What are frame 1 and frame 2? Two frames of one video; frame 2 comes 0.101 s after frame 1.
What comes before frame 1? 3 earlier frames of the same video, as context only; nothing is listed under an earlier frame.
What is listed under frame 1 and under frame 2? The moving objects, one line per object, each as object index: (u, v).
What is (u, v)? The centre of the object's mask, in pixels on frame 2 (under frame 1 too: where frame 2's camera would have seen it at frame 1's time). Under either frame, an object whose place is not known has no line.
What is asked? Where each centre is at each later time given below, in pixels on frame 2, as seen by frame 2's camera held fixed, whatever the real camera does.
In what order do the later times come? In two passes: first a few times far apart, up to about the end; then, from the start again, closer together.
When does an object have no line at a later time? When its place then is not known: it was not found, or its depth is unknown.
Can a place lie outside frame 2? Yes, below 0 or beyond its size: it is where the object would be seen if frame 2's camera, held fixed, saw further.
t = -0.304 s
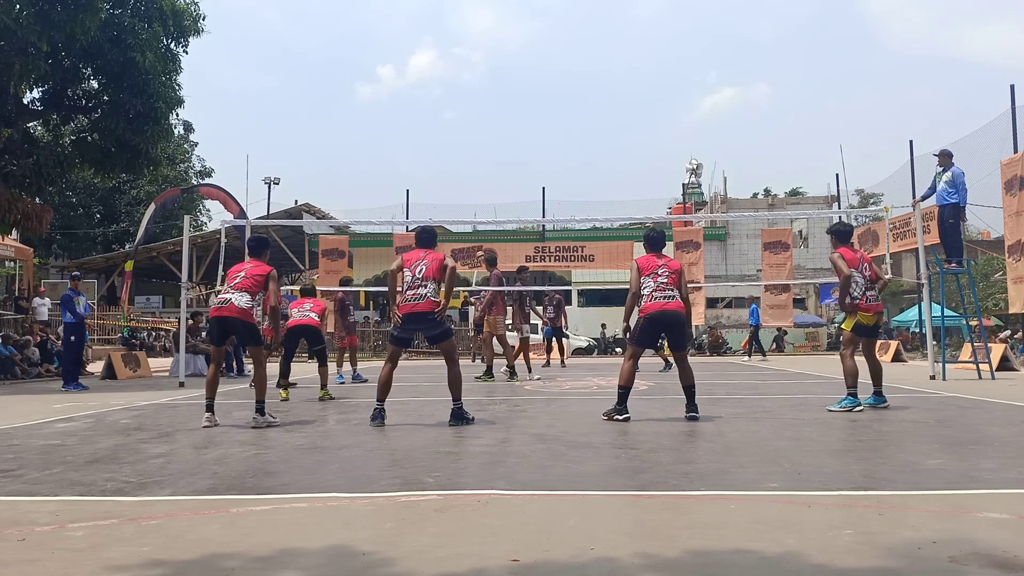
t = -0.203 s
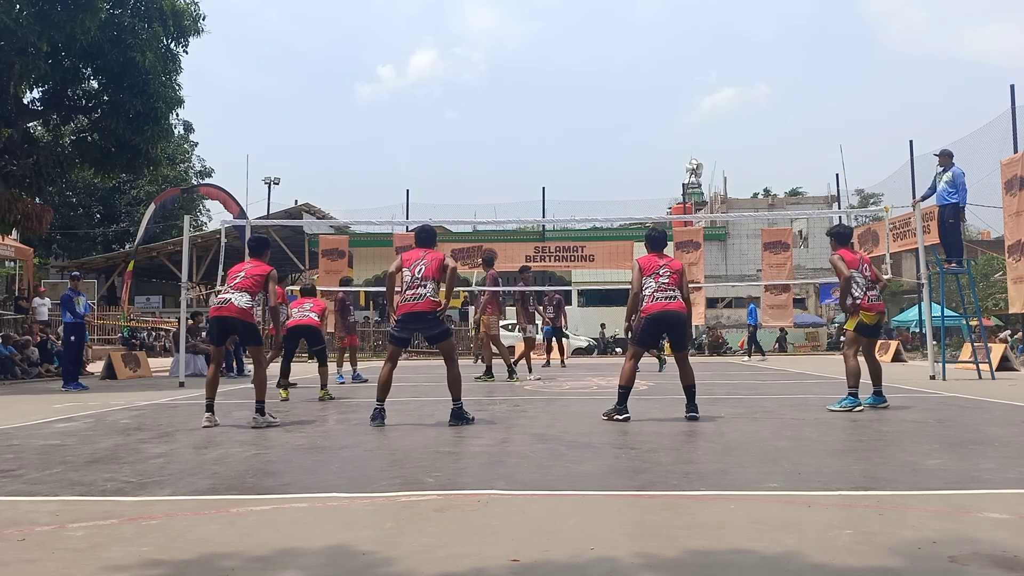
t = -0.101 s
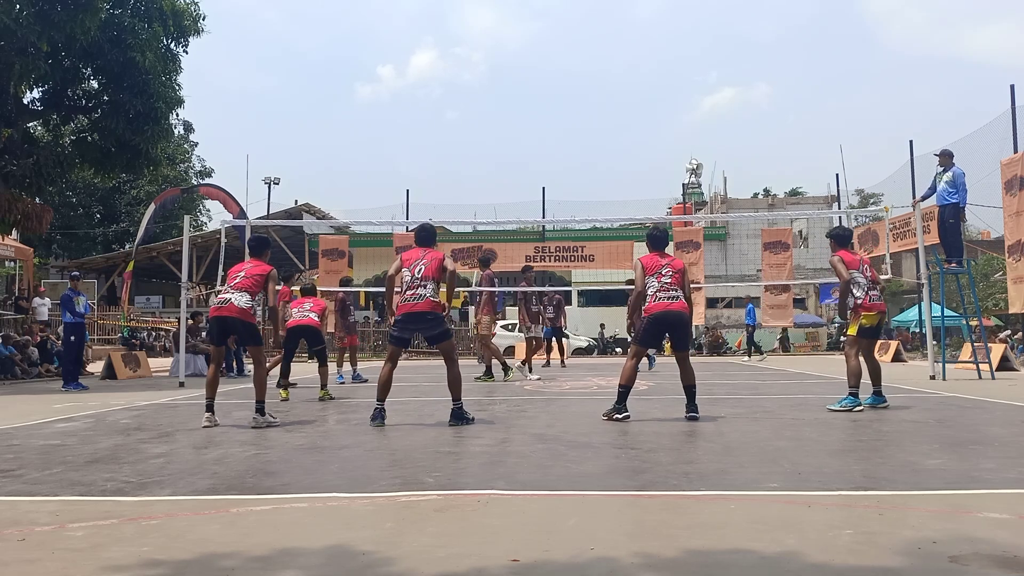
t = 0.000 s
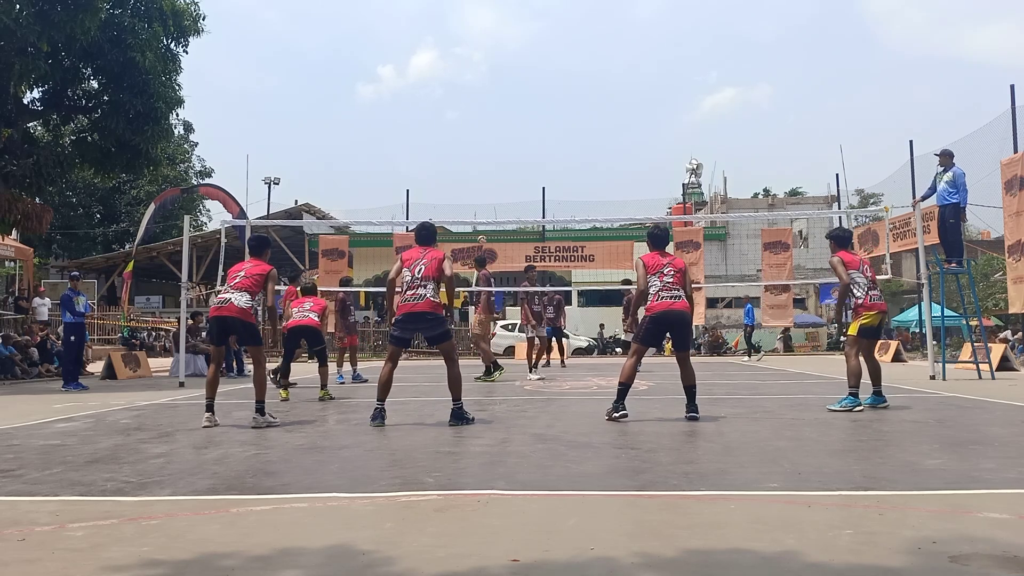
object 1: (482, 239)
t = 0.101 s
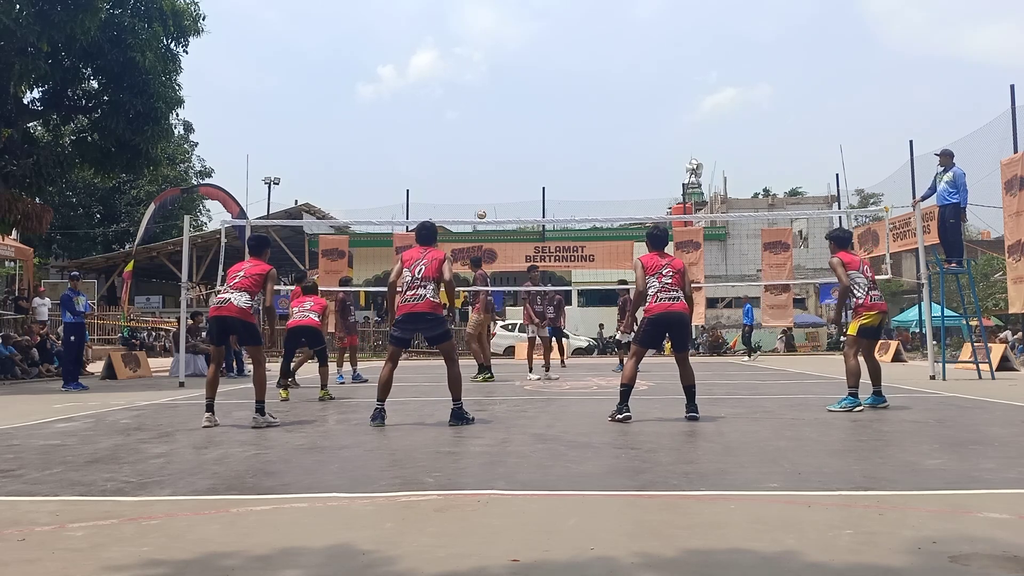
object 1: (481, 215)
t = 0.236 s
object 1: (480, 184)
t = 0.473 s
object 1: (477, 143)
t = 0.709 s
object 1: (473, 127)
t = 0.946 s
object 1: (472, 153)
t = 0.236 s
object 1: (480, 184)
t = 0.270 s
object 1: (480, 177)
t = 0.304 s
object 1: (479, 170)
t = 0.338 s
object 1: (479, 164)
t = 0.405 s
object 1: (478, 153)
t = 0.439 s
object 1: (478, 147)
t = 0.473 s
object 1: (477, 143)
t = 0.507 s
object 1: (477, 139)
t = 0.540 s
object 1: (476, 135)
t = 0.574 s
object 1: (475, 132)
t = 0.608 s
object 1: (475, 130)
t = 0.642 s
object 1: (474, 128)
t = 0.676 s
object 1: (474, 127)
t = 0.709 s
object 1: (473, 127)
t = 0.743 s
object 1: (472, 128)
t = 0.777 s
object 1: (472, 130)
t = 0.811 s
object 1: (472, 133)
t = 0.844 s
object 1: (471, 136)
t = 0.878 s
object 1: (471, 140)
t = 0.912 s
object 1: (471, 146)
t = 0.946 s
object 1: (472, 153)
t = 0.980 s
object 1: (472, 162)
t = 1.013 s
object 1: (473, 172)
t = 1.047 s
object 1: (473, 183)
